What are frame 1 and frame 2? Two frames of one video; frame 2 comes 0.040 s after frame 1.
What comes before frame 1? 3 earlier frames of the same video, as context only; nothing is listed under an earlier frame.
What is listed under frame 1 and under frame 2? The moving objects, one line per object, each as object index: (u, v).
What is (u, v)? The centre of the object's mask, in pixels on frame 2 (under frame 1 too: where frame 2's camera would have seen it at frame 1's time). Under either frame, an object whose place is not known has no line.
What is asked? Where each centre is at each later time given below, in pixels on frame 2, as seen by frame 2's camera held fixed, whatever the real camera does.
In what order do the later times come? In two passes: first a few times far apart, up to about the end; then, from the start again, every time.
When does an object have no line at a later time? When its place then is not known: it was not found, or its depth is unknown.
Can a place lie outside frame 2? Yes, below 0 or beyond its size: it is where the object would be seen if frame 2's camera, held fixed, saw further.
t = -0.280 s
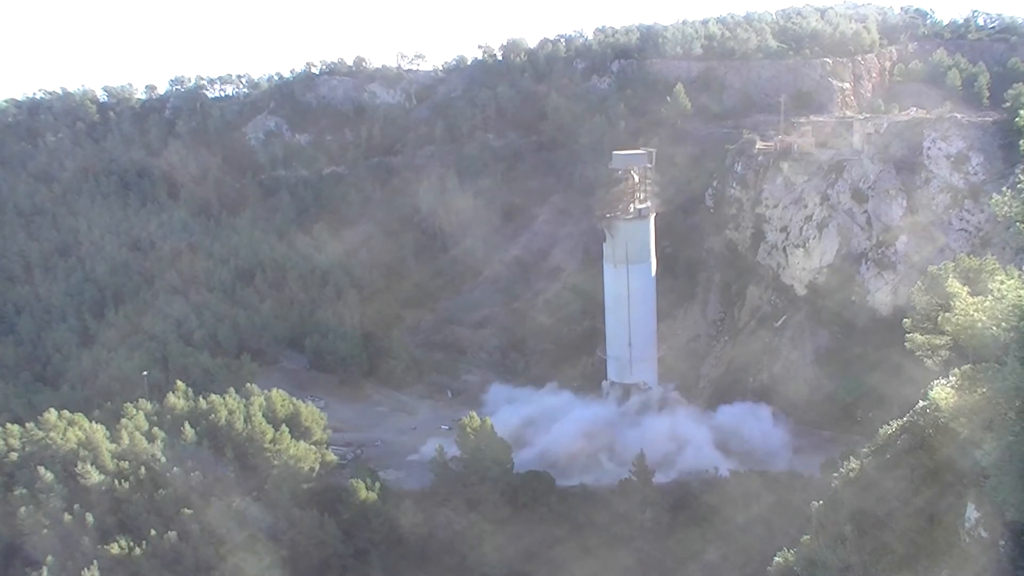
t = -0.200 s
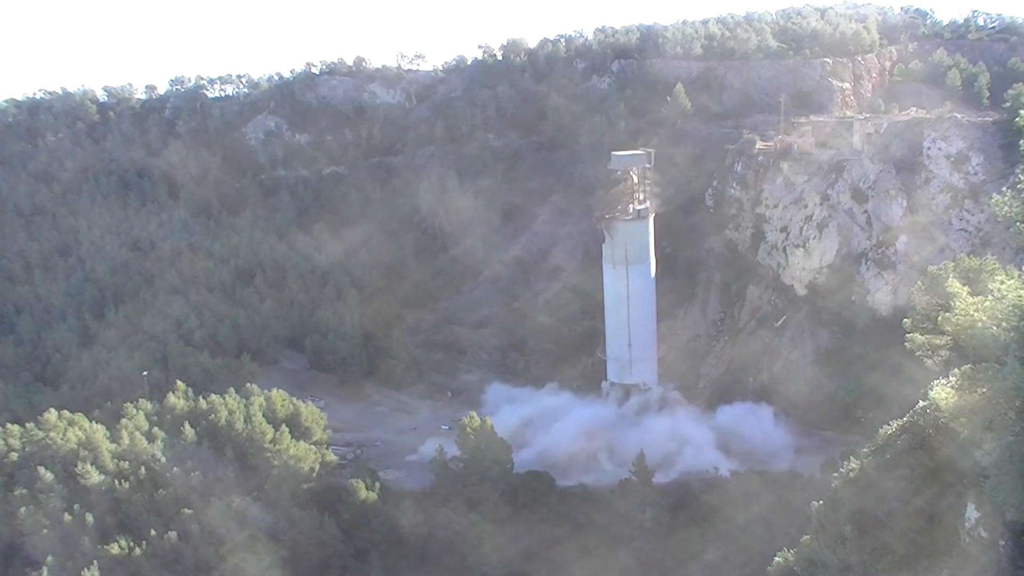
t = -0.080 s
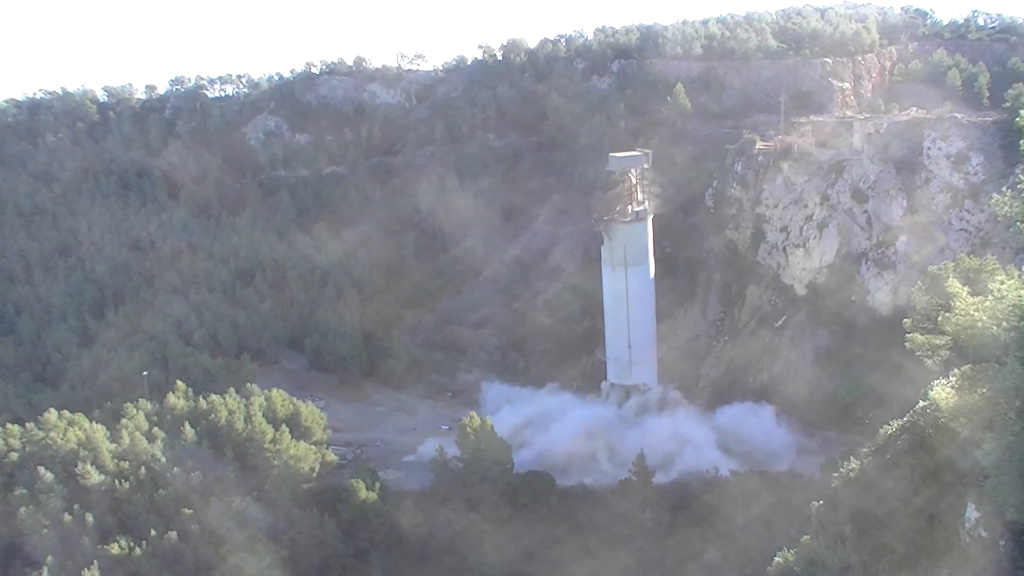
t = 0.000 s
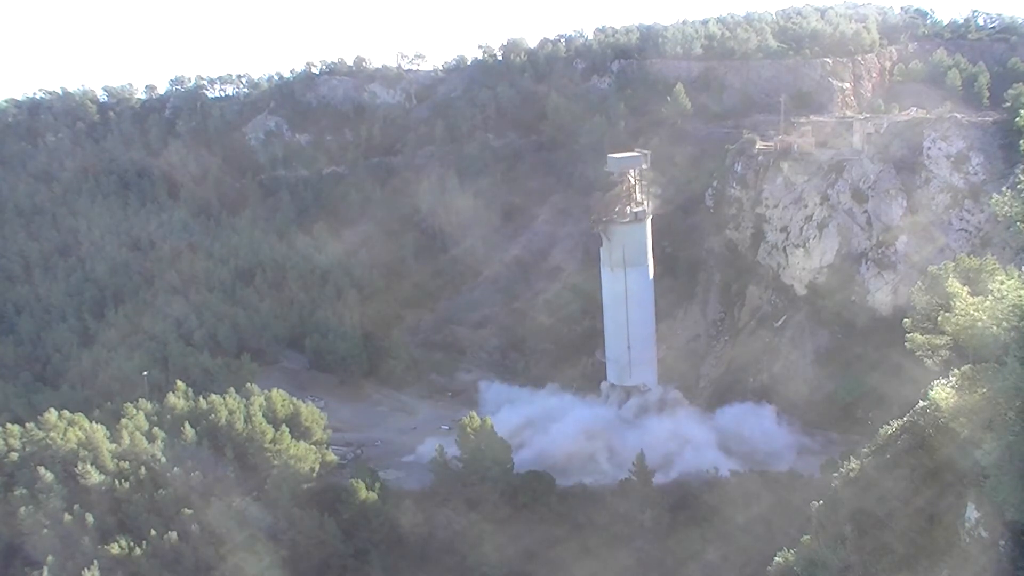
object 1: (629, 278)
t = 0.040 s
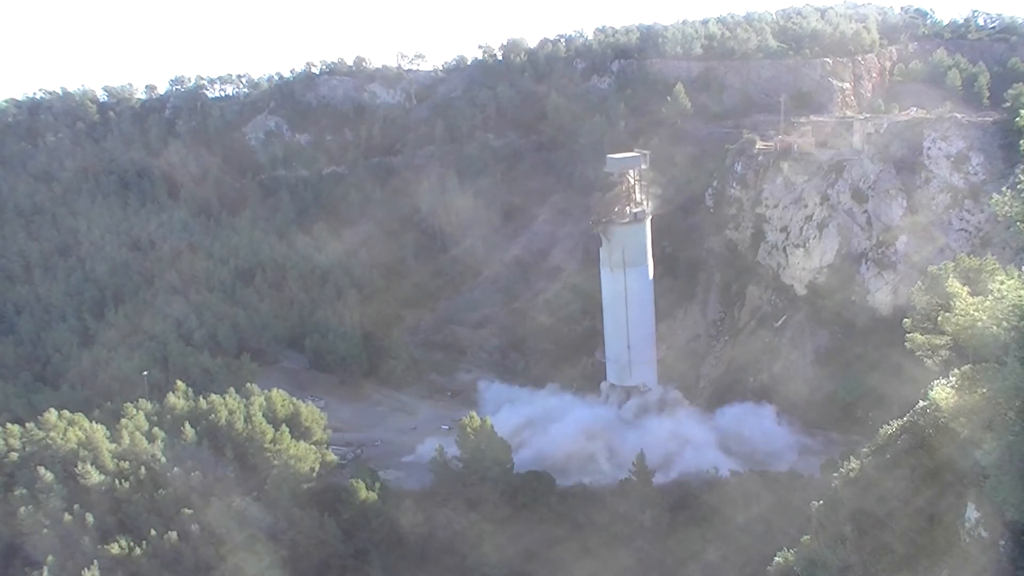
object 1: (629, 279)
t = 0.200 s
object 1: (627, 279)
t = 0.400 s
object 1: (625, 282)
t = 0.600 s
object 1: (622, 284)
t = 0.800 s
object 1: (619, 287)
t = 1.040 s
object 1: (612, 287)
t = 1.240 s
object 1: (608, 292)
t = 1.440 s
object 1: (604, 299)
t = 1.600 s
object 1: (600, 305)
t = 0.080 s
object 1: (628, 279)
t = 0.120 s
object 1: (628, 279)
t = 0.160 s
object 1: (627, 279)
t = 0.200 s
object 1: (627, 279)
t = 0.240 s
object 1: (627, 280)
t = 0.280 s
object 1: (626, 281)
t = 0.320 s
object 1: (626, 281)
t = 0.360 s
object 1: (625, 281)
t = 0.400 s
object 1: (625, 282)
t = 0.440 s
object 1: (624, 282)
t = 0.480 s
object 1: (624, 282)
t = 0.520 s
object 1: (623, 283)
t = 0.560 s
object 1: (623, 284)
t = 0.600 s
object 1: (622, 284)
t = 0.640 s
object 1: (621, 284)
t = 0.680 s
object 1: (621, 285)
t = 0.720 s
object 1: (620, 286)
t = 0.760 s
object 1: (620, 287)
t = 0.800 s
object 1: (619, 287)
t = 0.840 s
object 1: (619, 288)
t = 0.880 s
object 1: (618, 289)
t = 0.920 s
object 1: (617, 290)
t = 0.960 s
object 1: (617, 290)
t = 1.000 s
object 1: (616, 291)
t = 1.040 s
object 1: (612, 287)
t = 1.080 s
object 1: (611, 288)
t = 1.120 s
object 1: (611, 289)
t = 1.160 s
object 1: (610, 291)
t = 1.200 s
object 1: (609, 292)
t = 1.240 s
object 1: (608, 292)
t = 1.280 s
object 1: (607, 293)
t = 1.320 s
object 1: (607, 295)
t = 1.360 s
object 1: (606, 296)
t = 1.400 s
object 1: (604, 297)
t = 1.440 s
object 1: (604, 299)
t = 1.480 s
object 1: (603, 301)
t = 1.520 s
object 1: (602, 302)
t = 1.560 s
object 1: (601, 303)
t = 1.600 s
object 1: (600, 305)
